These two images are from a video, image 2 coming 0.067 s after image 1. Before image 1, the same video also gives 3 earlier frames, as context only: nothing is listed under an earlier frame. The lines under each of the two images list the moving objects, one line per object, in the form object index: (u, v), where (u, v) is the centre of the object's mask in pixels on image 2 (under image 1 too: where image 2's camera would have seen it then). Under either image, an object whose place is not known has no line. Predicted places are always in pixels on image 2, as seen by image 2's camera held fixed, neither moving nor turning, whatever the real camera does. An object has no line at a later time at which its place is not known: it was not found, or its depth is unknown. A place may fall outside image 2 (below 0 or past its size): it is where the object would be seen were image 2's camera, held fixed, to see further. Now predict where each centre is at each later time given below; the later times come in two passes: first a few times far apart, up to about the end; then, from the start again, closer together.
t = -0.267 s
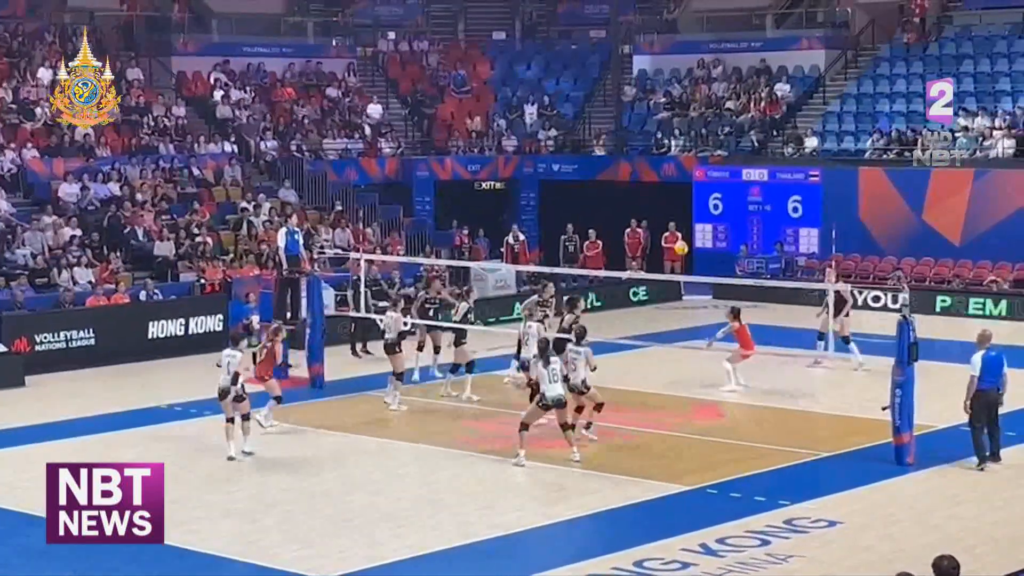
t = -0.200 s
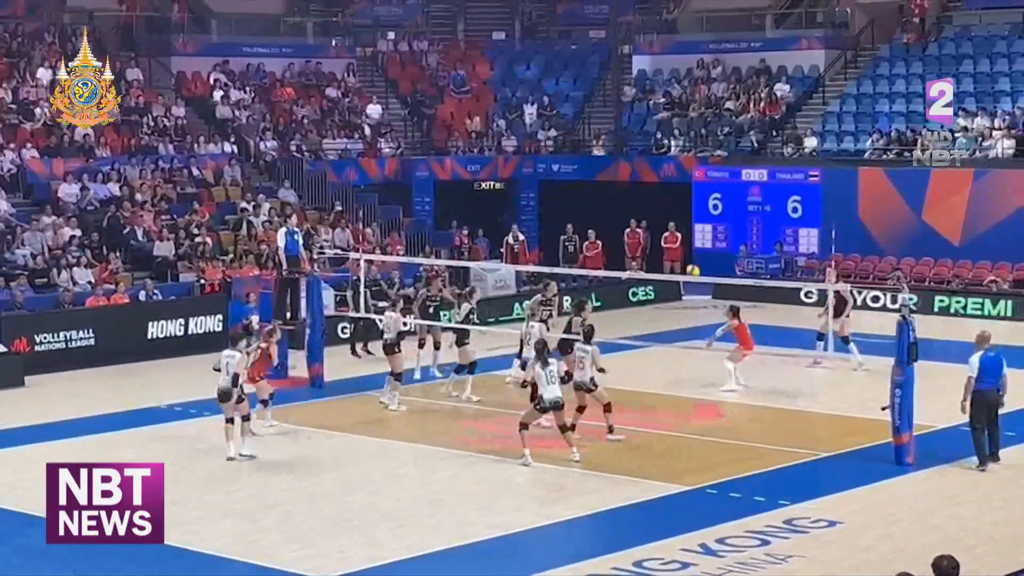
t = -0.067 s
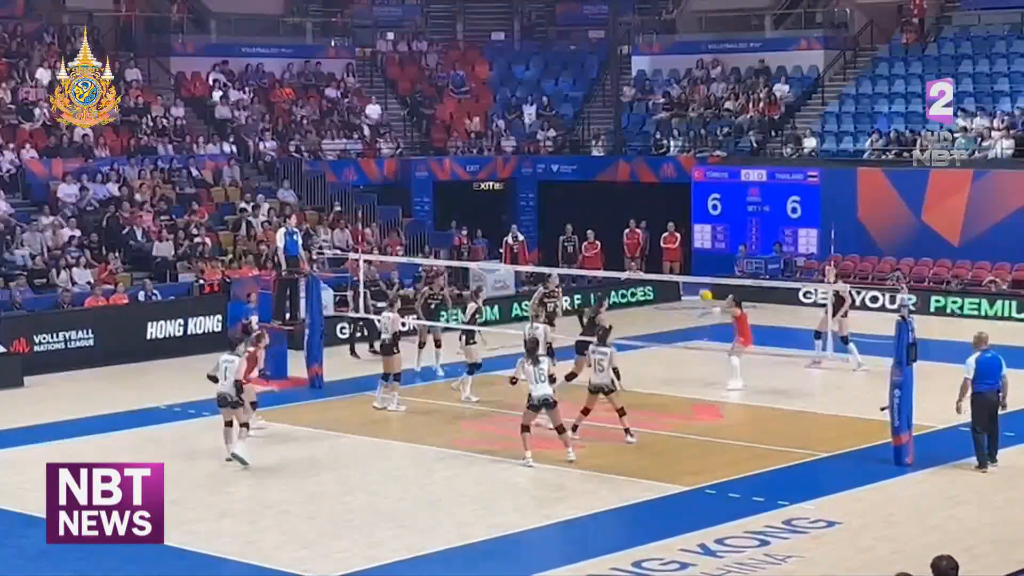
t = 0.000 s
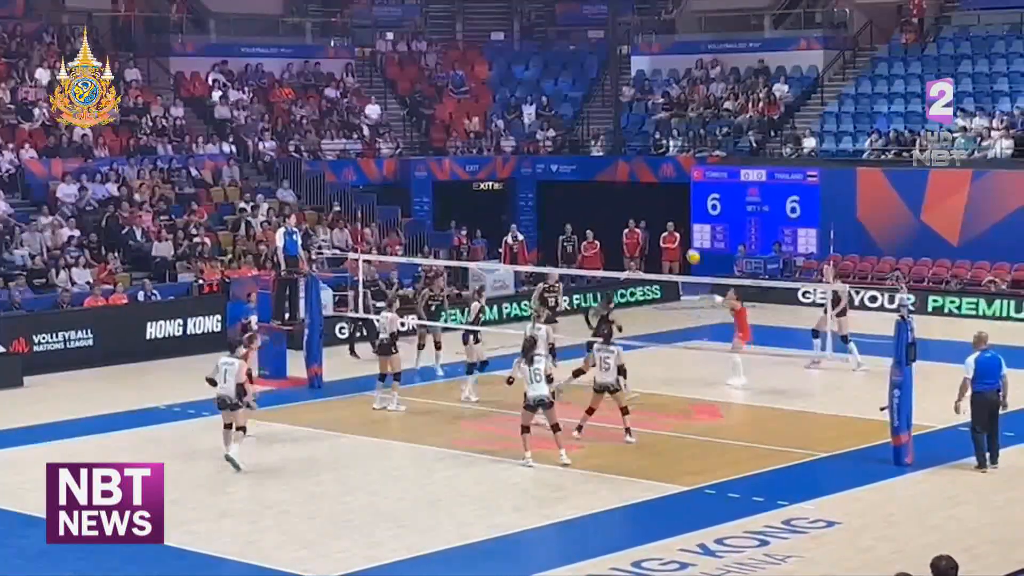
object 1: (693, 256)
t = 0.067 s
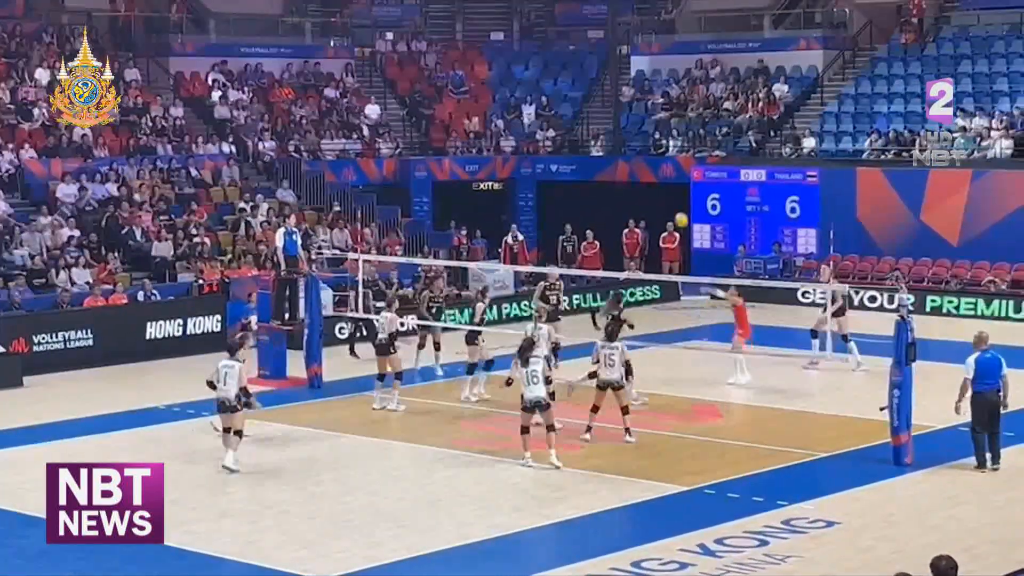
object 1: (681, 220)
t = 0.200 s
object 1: (658, 156)
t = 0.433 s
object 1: (619, 74)
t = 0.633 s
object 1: (589, 30)
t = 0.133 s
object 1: (670, 187)
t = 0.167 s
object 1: (664, 171)
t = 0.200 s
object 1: (658, 156)
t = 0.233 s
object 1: (651, 143)
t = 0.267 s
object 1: (646, 129)
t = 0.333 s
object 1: (635, 105)
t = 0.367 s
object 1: (629, 94)
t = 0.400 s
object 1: (625, 84)
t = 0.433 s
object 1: (619, 74)
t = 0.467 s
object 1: (614, 65)
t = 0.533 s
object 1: (604, 48)
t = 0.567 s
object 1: (599, 42)
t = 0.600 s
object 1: (594, 36)
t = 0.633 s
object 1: (589, 30)
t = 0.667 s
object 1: (583, 26)
